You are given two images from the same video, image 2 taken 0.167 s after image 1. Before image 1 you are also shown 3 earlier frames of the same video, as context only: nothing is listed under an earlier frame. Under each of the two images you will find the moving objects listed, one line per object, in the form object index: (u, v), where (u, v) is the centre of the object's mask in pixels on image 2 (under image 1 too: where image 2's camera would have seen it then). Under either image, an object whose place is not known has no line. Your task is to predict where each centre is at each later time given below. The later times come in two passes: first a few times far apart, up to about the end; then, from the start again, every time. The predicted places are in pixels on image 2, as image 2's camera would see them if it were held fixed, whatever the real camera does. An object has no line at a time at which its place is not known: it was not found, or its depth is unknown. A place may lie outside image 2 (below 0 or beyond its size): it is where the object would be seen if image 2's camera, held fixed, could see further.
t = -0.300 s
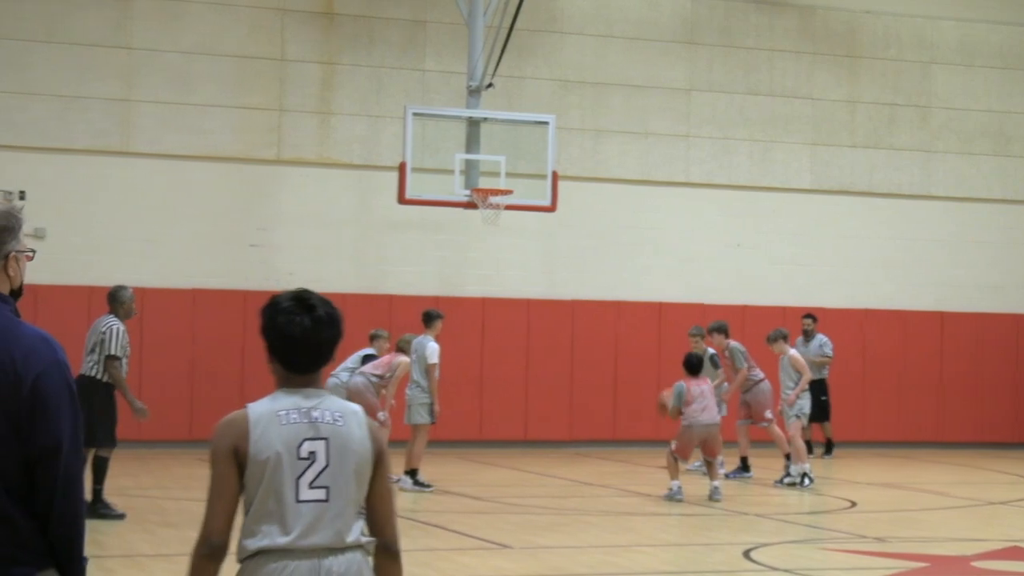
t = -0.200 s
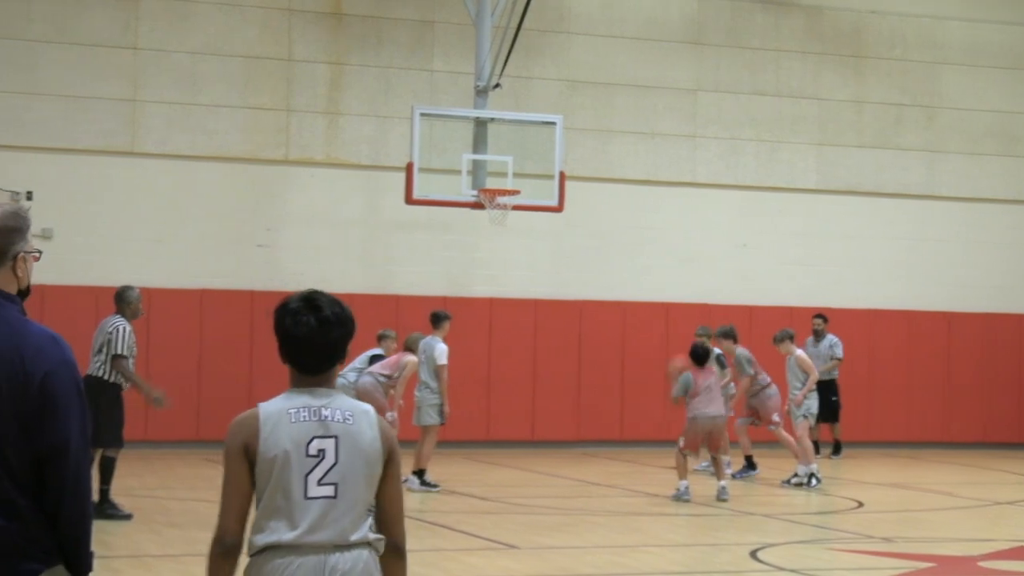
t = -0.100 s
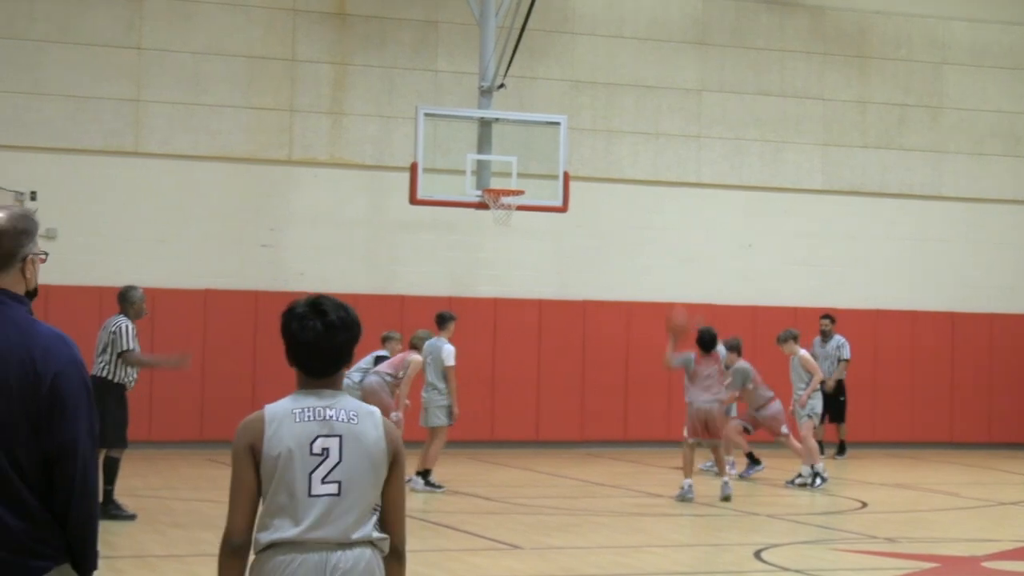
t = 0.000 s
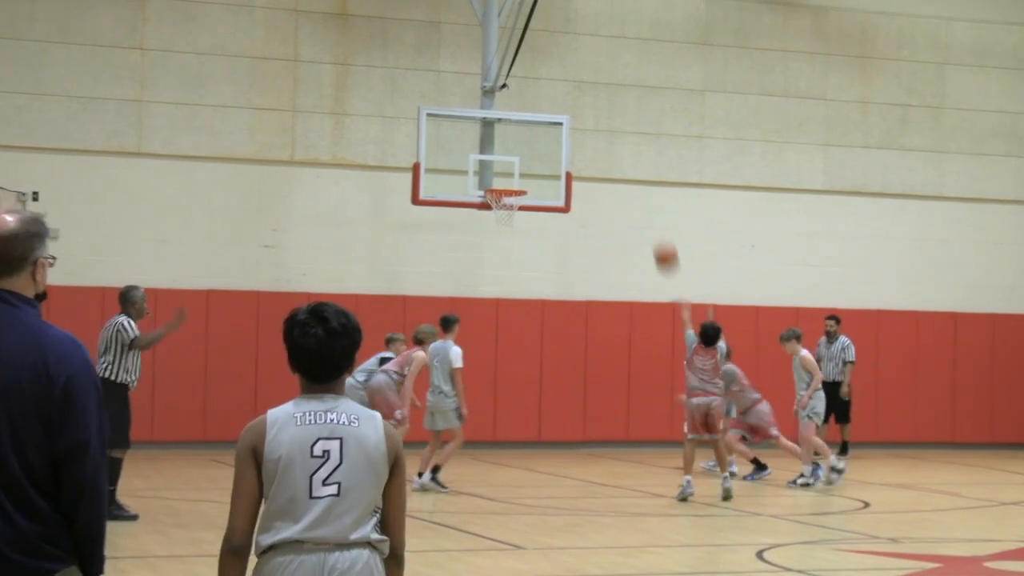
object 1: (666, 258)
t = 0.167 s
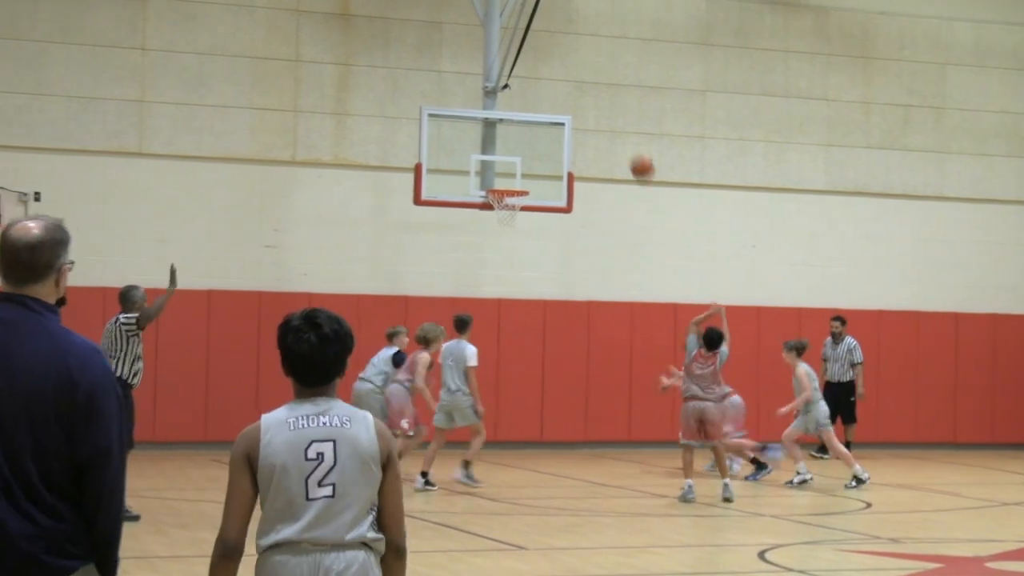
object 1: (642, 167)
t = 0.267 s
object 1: (626, 129)
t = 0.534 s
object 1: (587, 78)
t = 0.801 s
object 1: (549, 94)
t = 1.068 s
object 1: (515, 169)
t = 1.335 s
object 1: (522, 154)
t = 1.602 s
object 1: (546, 150)
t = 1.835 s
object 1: (565, 196)
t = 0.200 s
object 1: (637, 154)
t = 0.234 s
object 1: (632, 141)
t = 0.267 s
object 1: (626, 129)
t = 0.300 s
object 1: (621, 119)
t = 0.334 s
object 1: (617, 110)
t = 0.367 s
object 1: (612, 102)
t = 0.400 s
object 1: (607, 95)
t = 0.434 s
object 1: (602, 89)
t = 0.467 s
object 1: (597, 84)
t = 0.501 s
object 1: (592, 81)
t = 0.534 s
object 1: (587, 78)
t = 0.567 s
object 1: (583, 77)
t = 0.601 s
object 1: (578, 76)
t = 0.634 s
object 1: (573, 77)
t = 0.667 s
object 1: (568, 79)
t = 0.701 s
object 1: (563, 81)
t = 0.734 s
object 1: (559, 85)
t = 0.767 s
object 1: (554, 89)
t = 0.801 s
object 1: (549, 94)
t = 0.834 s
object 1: (545, 100)
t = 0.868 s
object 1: (541, 107)
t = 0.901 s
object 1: (537, 116)
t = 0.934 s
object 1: (532, 125)
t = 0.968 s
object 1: (528, 136)
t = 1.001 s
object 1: (524, 145)
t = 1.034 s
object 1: (520, 157)
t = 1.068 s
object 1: (515, 169)
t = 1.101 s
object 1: (510, 182)
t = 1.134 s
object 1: (508, 183)
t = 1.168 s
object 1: (506, 183)
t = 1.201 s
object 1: (508, 179)
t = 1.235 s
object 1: (512, 171)
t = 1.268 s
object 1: (516, 164)
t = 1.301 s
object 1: (519, 159)
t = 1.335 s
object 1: (522, 154)
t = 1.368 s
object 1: (525, 150)
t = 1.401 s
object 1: (528, 148)
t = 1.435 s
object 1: (531, 146)
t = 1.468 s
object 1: (535, 145)
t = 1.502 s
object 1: (538, 145)
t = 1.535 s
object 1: (540, 146)
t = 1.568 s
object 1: (544, 148)
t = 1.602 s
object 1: (546, 150)
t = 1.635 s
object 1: (549, 154)
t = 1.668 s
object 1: (552, 159)
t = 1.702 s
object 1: (555, 164)
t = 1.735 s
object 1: (557, 171)
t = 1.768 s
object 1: (560, 179)
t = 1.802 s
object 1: (562, 187)
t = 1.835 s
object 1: (565, 196)
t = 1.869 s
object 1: (568, 204)
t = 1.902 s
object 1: (571, 213)
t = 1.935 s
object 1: (573, 223)
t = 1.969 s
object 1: (576, 232)
